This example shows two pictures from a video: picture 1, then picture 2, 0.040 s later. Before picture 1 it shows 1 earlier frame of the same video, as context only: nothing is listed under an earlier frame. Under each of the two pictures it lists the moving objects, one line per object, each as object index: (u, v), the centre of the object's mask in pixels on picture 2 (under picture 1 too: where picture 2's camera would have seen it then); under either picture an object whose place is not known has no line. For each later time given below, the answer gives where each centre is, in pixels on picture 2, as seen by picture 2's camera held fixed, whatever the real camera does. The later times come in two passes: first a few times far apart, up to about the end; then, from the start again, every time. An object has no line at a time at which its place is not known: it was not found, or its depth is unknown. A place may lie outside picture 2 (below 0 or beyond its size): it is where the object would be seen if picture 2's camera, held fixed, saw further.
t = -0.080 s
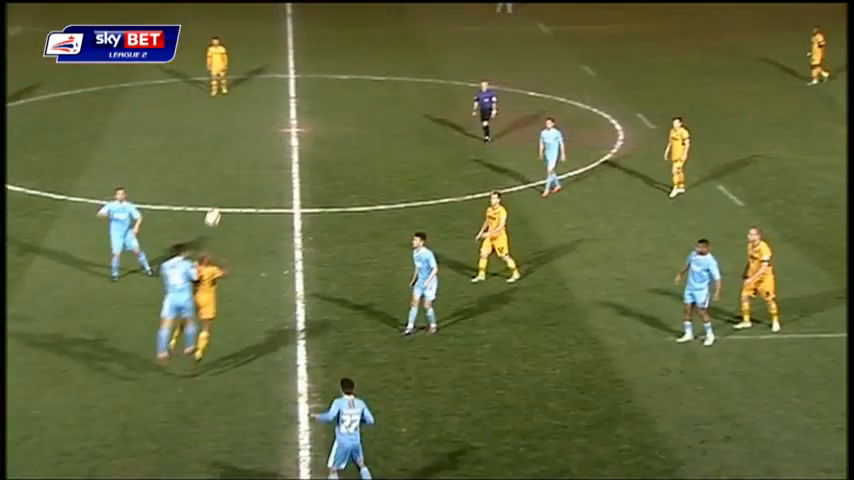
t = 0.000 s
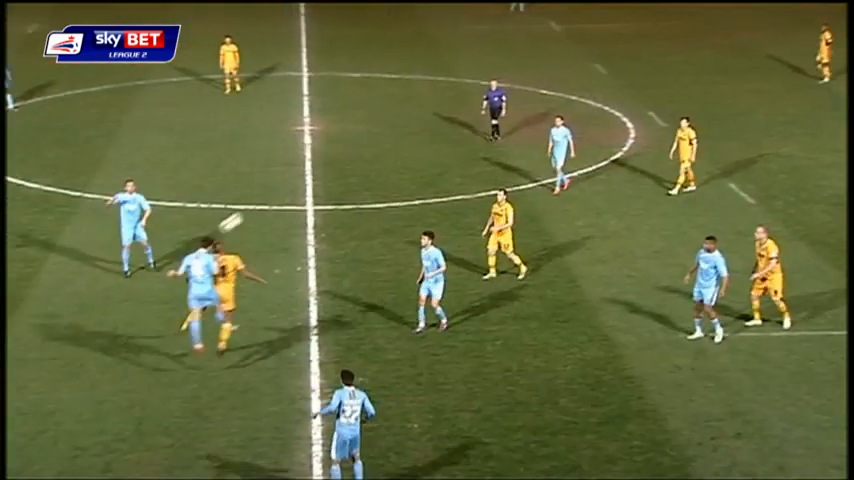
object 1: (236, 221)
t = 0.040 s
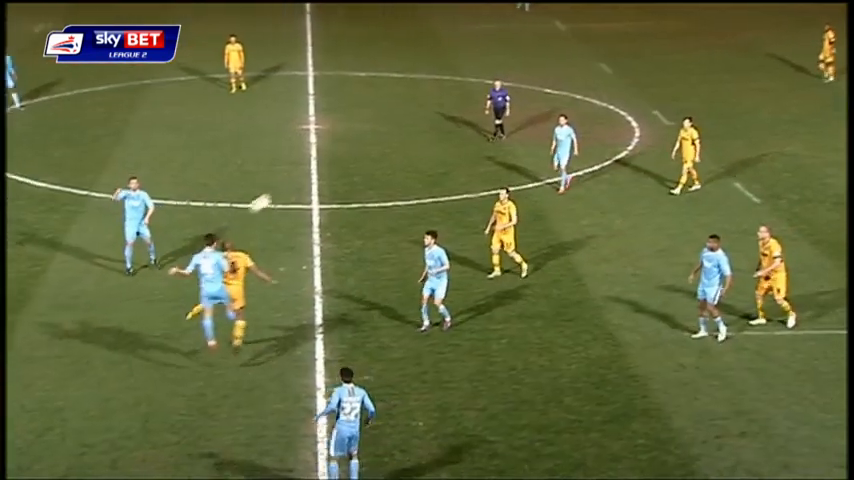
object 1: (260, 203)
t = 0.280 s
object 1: (394, 119)
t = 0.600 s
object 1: (566, 69)
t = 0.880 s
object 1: (706, 76)
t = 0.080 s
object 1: (282, 186)
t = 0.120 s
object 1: (303, 172)
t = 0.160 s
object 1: (329, 156)
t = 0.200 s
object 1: (350, 143)
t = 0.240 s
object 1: (372, 131)
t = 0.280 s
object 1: (394, 119)
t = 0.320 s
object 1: (416, 109)
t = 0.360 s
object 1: (438, 100)
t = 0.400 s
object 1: (459, 92)
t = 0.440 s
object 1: (481, 85)
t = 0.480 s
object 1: (503, 80)
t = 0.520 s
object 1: (524, 75)
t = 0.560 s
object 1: (545, 71)
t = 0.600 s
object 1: (566, 69)
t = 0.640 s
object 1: (586, 67)
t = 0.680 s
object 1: (607, 66)
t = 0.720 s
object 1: (628, 66)
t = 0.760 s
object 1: (648, 68)
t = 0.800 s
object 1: (667, 70)
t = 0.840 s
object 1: (687, 73)
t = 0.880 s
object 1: (706, 76)
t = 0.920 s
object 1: (725, 81)
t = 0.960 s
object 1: (744, 87)
